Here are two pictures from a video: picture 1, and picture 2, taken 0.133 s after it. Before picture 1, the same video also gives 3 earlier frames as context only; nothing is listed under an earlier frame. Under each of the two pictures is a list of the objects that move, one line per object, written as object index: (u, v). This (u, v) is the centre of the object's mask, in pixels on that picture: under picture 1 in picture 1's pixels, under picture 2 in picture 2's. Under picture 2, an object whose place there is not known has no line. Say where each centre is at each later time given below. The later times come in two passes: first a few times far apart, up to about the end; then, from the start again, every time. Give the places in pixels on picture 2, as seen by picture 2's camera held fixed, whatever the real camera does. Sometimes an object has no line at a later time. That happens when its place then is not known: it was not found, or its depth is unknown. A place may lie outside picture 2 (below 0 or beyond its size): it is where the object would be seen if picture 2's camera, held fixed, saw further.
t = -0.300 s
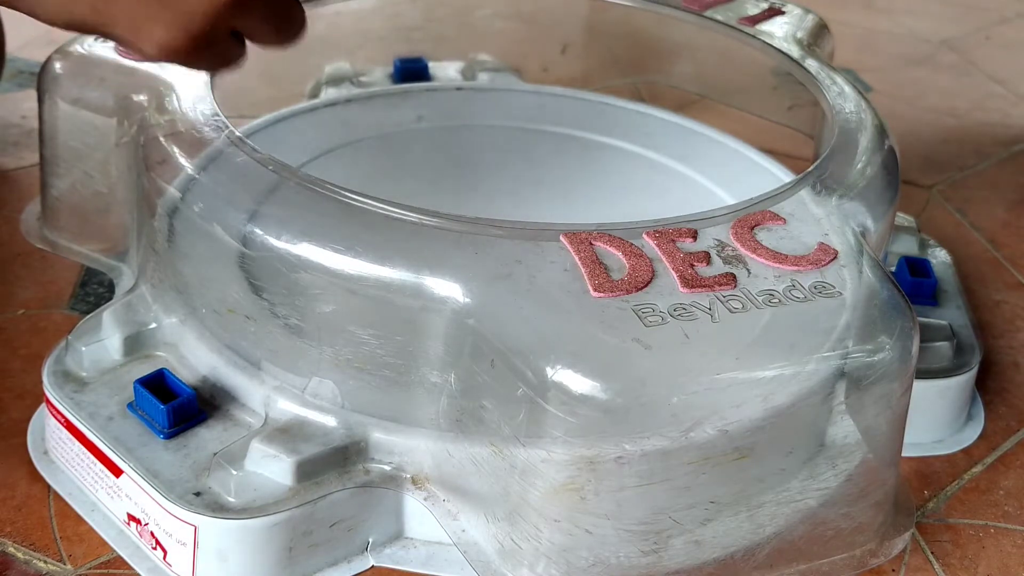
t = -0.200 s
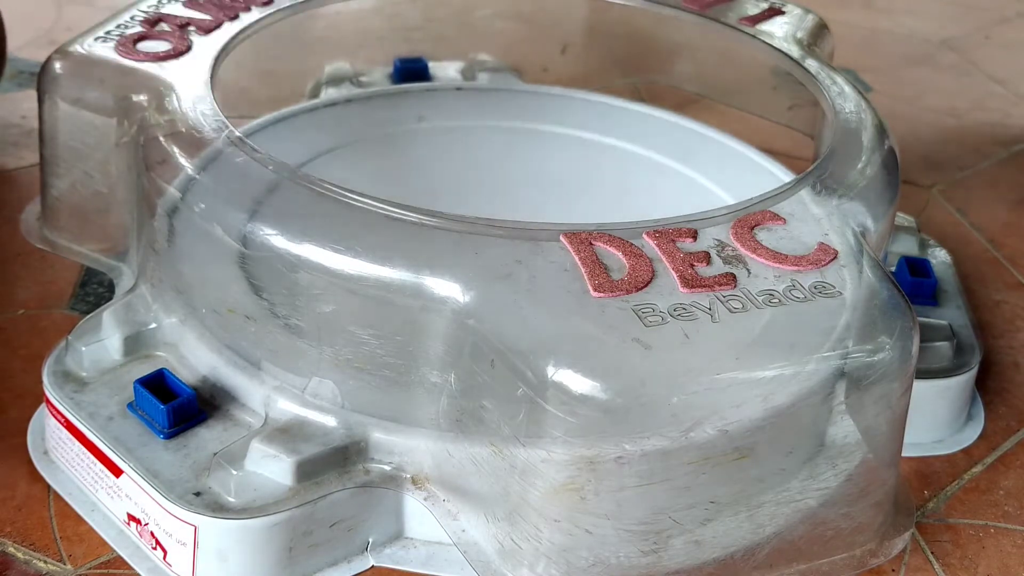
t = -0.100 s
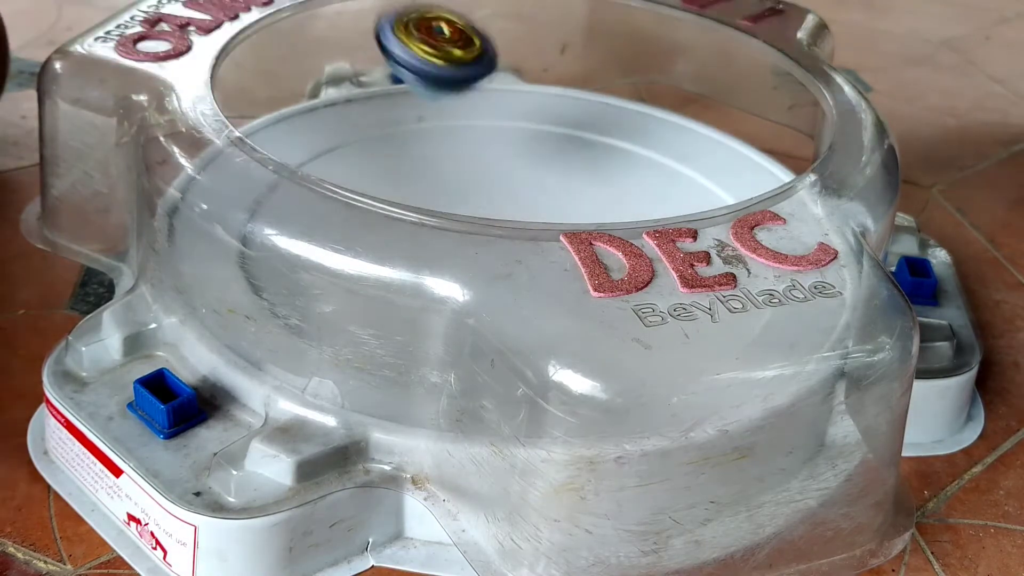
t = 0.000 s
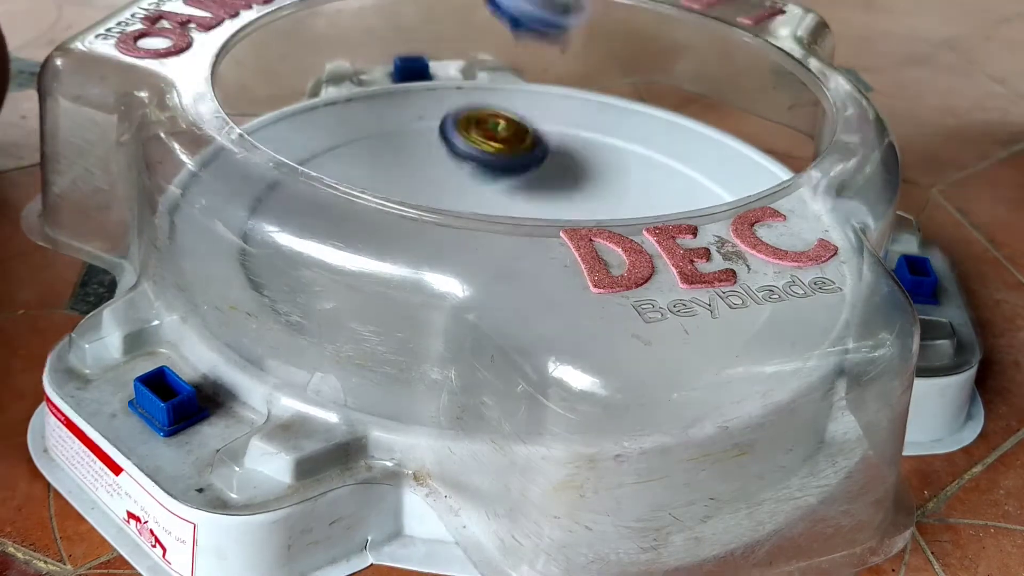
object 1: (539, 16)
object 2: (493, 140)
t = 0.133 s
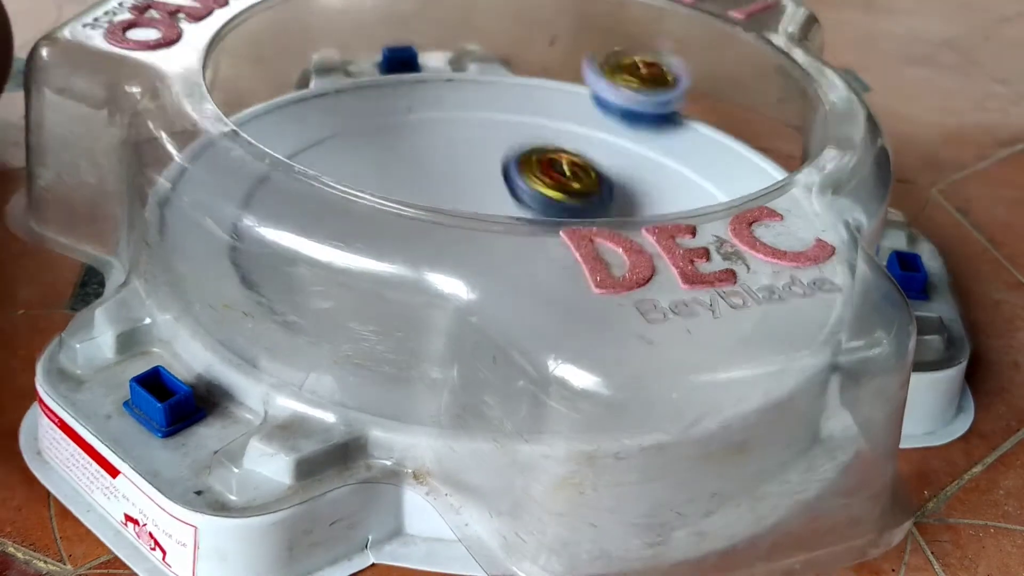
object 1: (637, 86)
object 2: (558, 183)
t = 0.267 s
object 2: (570, 255)
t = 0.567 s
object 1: (475, 362)
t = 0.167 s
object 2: (568, 193)
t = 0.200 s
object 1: (702, 102)
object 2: (577, 200)
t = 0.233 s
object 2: (581, 208)
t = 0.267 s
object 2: (570, 255)
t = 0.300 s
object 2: (578, 284)
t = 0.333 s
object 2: (581, 295)
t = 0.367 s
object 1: (796, 272)
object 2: (575, 308)
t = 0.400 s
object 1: (780, 301)
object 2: (557, 317)
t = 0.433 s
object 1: (740, 335)
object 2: (525, 325)
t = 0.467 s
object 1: (685, 346)
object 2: (487, 332)
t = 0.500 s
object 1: (620, 362)
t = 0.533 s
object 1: (547, 373)
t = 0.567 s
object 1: (475, 362)
